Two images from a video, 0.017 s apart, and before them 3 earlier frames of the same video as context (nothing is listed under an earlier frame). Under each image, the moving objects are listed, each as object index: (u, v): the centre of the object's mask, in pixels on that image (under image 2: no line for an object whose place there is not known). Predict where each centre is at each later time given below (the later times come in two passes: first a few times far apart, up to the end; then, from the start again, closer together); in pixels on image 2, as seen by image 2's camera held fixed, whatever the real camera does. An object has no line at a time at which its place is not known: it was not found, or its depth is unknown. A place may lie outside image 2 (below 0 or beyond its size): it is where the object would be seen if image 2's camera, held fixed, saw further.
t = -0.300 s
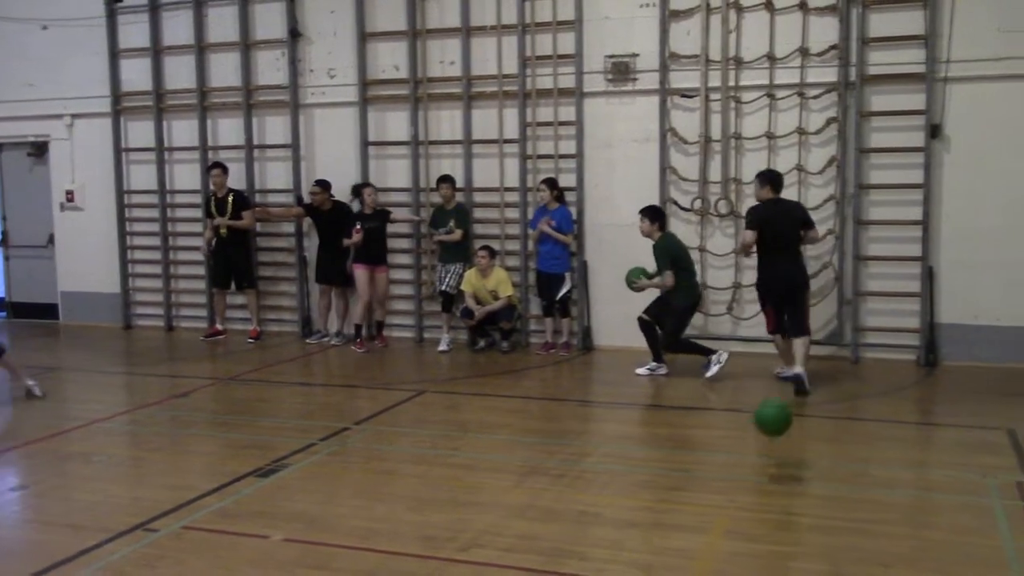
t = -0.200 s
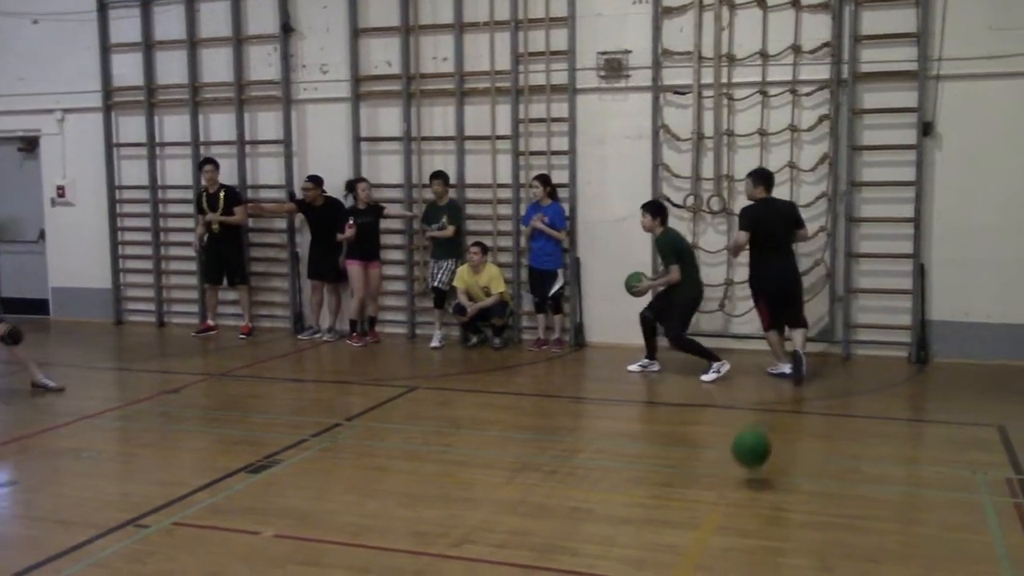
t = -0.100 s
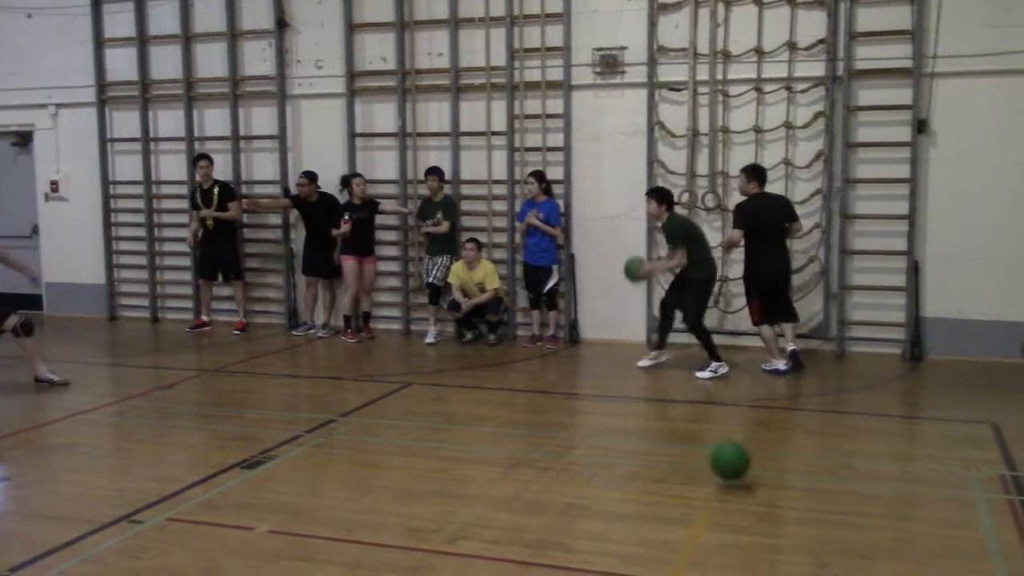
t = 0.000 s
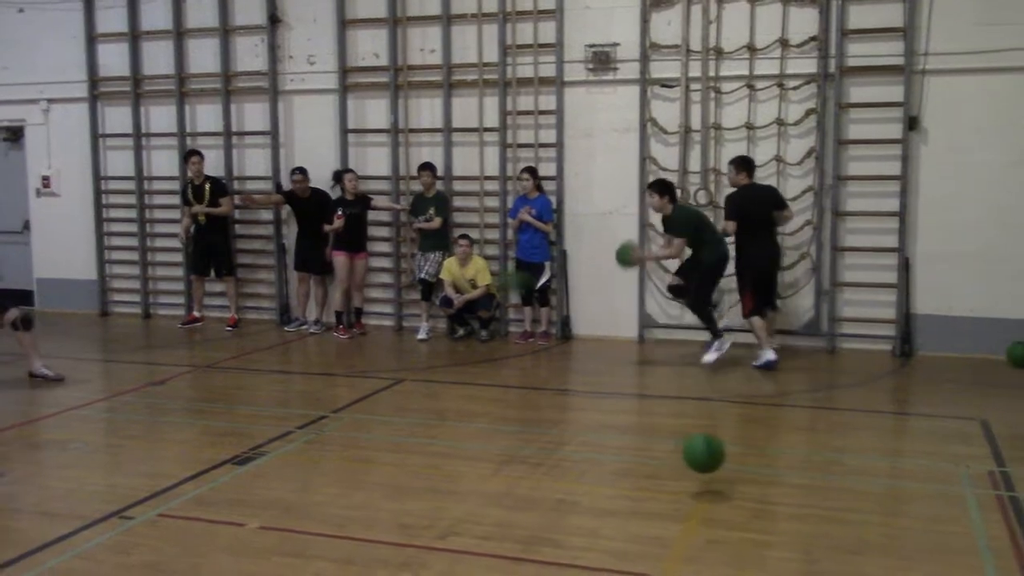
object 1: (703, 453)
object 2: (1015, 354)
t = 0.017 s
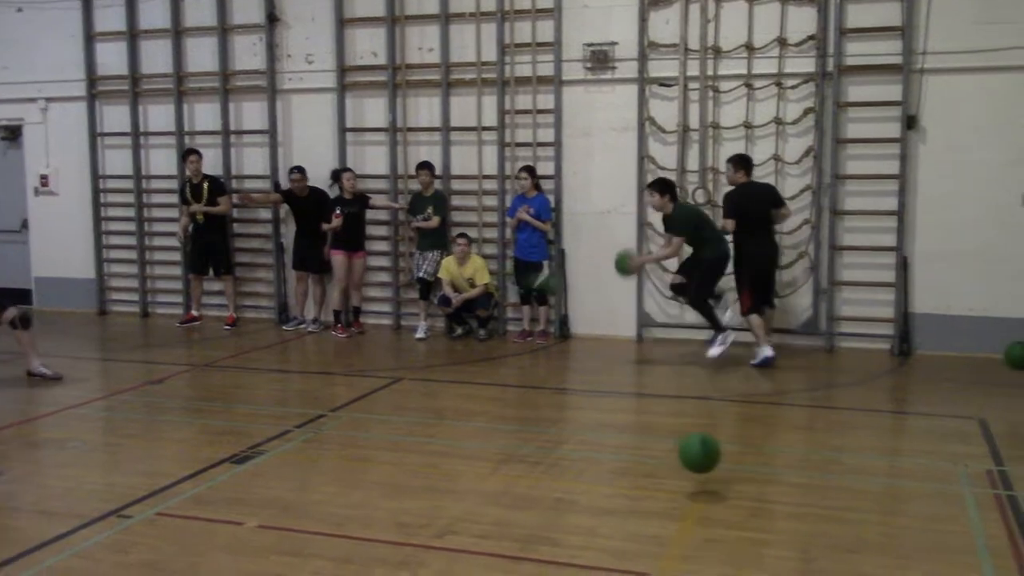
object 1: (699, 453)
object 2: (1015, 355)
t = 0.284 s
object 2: (1010, 352)
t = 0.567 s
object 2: (1003, 352)
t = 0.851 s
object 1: (530, 569)
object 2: (1002, 349)
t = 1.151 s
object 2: (1007, 356)
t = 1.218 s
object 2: (1009, 357)
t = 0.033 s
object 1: (696, 454)
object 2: (1015, 357)
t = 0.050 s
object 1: (694, 456)
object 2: (1016, 361)
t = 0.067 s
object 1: (691, 460)
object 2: (1017, 364)
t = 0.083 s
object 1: (688, 464)
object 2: (1016, 368)
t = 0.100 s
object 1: (686, 467)
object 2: (1016, 373)
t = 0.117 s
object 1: (682, 471)
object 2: (1014, 377)
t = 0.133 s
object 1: (679, 476)
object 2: (1013, 381)
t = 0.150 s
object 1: (676, 482)
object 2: (1012, 378)
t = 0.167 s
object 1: (674, 490)
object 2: (1013, 373)
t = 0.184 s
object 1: (670, 493)
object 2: (1012, 368)
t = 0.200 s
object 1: (667, 493)
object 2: (1012, 365)
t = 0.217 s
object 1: (664, 492)
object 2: (1011, 361)
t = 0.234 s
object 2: (1010, 359)
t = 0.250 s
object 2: (1010, 356)
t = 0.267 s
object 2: (1010, 354)
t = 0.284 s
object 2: (1010, 352)
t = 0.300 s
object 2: (1010, 351)
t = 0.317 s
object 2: (1009, 350)
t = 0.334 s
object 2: (1009, 349)
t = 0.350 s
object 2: (1009, 348)
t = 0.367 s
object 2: (1008, 348)
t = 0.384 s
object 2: (1008, 349)
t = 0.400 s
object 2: (1007, 349)
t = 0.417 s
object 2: (1007, 350)
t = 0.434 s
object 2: (1006, 351)
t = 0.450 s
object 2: (1006, 353)
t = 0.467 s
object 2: (1005, 355)
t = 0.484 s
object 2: (1005, 357)
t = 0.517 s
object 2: (1004, 359)
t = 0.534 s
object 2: (1003, 356)
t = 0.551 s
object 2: (1003, 354)
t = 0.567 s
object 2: (1003, 352)
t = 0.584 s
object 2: (1003, 349)
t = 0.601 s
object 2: (1002, 348)
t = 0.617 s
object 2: (1002, 347)
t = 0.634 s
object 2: (1002, 346)
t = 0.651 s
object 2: (1002, 346)
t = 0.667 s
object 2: (1002, 346)
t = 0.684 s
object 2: (1001, 346)
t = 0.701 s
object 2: (1001, 346)
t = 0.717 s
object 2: (1001, 347)
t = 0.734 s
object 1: (558, 554)
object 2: (1000, 348)
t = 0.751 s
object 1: (554, 556)
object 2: (1000, 348)
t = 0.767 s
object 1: (550, 559)
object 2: (1000, 348)
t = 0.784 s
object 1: (546, 561)
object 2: (1001, 348)
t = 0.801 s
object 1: (542, 563)
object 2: (1001, 348)
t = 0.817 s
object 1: (538, 565)
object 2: (1001, 348)
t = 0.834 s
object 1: (534, 567)
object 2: (1002, 348)
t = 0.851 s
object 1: (530, 569)
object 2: (1002, 349)
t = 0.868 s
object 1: (526, 571)
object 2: (1003, 352)
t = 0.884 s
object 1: (522, 574)
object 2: (1003, 353)
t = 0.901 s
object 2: (1003, 353)
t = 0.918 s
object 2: (1004, 353)
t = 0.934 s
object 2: (1004, 353)
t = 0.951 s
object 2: (1004, 353)
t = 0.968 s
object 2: (1005, 354)
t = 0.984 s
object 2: (1005, 354)
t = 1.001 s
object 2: (1005, 354)
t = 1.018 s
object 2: (1006, 354)
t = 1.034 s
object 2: (1006, 354)
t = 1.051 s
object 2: (1006, 355)
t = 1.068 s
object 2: (1006, 355)
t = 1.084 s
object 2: (1006, 355)
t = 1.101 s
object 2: (1007, 355)
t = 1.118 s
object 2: (1007, 356)
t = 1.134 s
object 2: (1007, 356)
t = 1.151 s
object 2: (1007, 356)
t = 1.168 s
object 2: (1008, 357)
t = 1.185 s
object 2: (1008, 357)
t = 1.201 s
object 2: (1009, 357)
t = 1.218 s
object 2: (1009, 357)
